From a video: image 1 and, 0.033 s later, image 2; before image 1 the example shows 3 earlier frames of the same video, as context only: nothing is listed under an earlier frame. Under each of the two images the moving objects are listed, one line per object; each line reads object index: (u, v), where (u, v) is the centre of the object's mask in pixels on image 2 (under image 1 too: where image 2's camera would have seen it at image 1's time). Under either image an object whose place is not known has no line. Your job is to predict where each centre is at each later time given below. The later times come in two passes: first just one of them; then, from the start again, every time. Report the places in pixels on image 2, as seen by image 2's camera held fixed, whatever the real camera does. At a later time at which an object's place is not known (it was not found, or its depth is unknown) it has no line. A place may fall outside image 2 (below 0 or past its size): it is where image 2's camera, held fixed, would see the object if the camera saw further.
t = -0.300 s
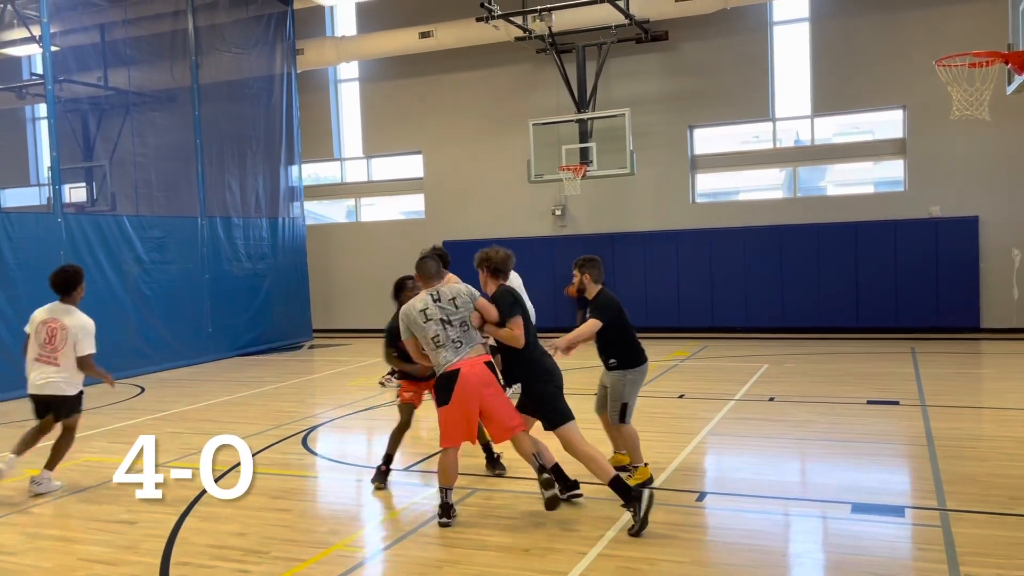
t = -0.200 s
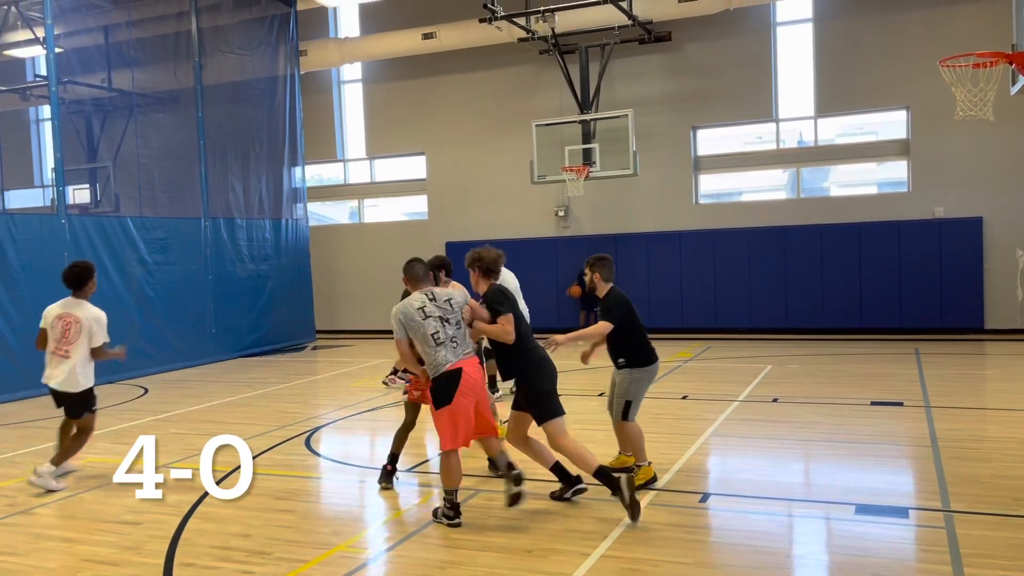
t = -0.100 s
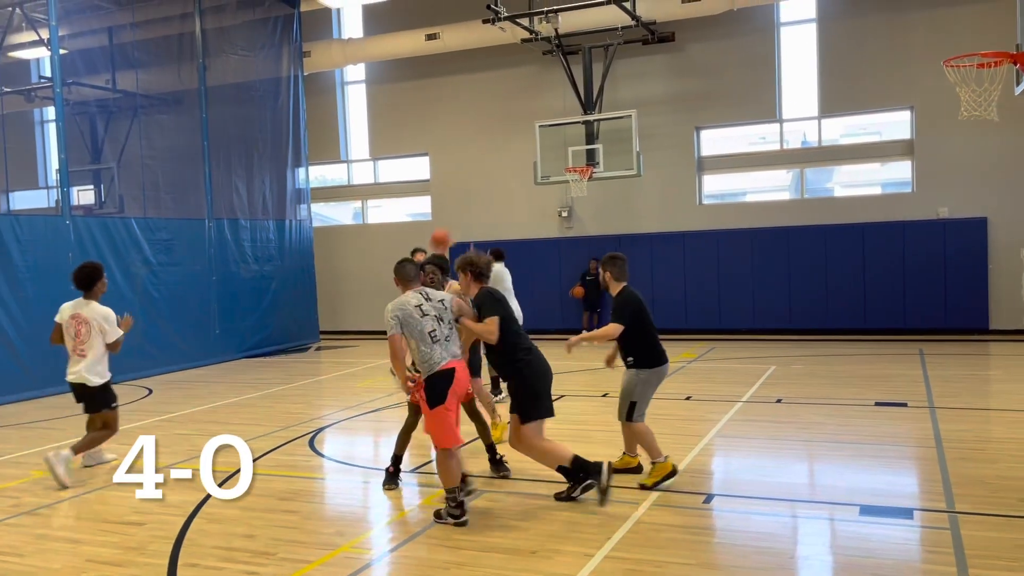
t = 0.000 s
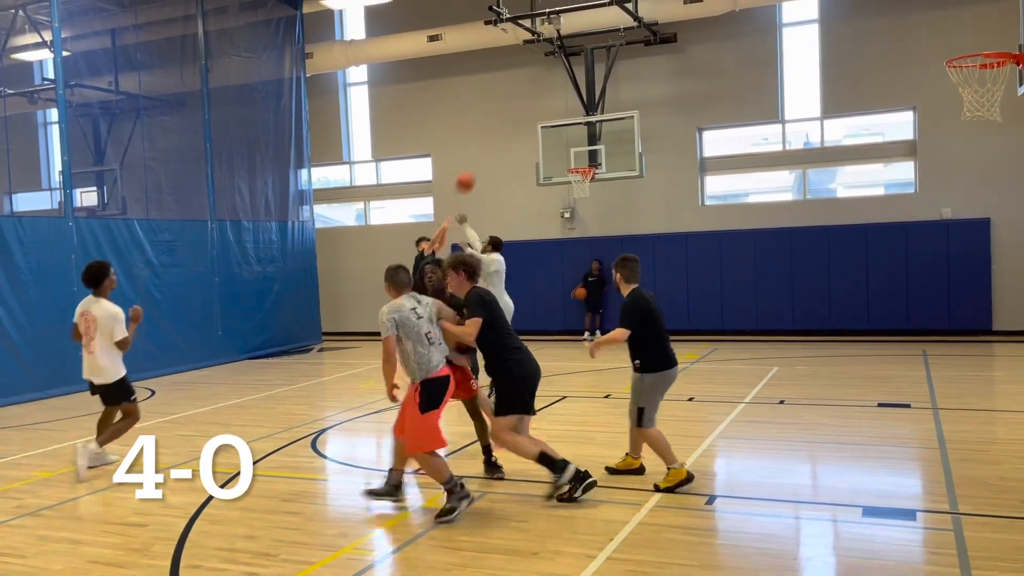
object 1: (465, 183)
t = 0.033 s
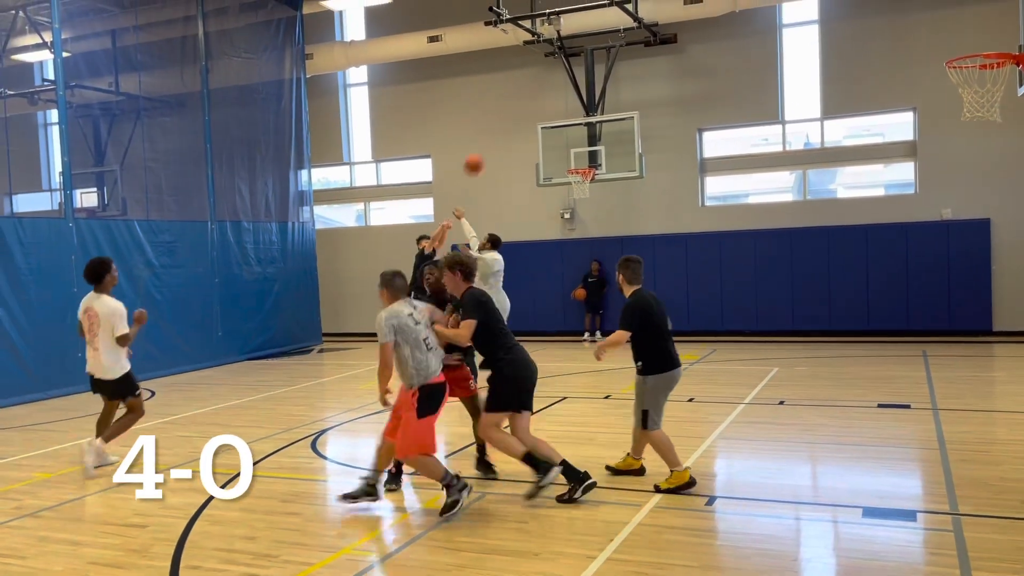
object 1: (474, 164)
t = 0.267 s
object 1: (539, 48)
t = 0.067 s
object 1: (482, 146)
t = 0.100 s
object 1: (491, 128)
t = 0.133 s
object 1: (501, 111)
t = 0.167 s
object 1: (510, 94)
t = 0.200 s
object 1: (519, 78)
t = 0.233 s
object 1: (529, 63)
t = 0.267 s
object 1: (539, 48)
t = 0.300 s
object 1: (550, 34)
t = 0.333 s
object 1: (560, 21)
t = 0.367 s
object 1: (571, 8)
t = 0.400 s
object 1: (582, -4)
